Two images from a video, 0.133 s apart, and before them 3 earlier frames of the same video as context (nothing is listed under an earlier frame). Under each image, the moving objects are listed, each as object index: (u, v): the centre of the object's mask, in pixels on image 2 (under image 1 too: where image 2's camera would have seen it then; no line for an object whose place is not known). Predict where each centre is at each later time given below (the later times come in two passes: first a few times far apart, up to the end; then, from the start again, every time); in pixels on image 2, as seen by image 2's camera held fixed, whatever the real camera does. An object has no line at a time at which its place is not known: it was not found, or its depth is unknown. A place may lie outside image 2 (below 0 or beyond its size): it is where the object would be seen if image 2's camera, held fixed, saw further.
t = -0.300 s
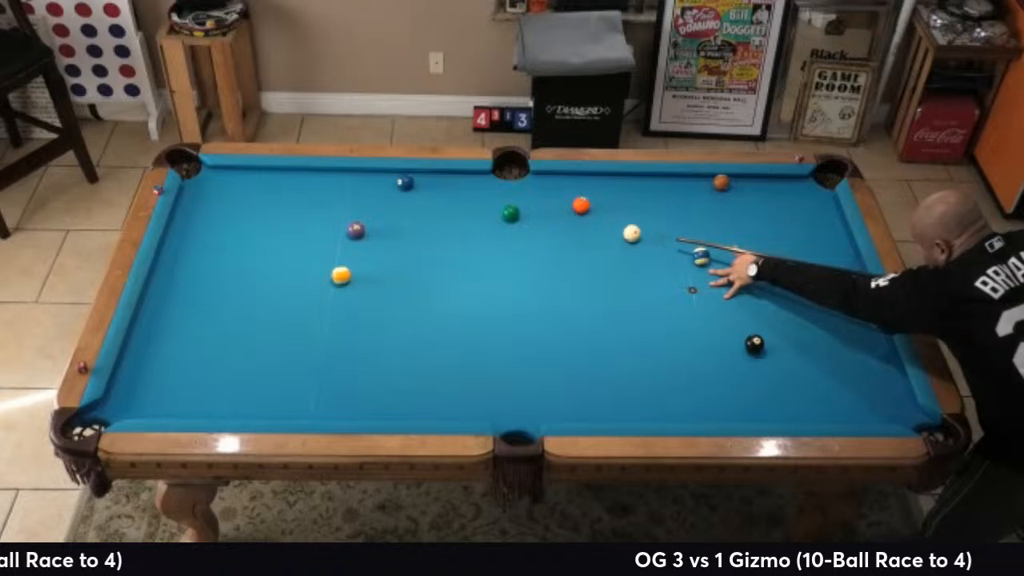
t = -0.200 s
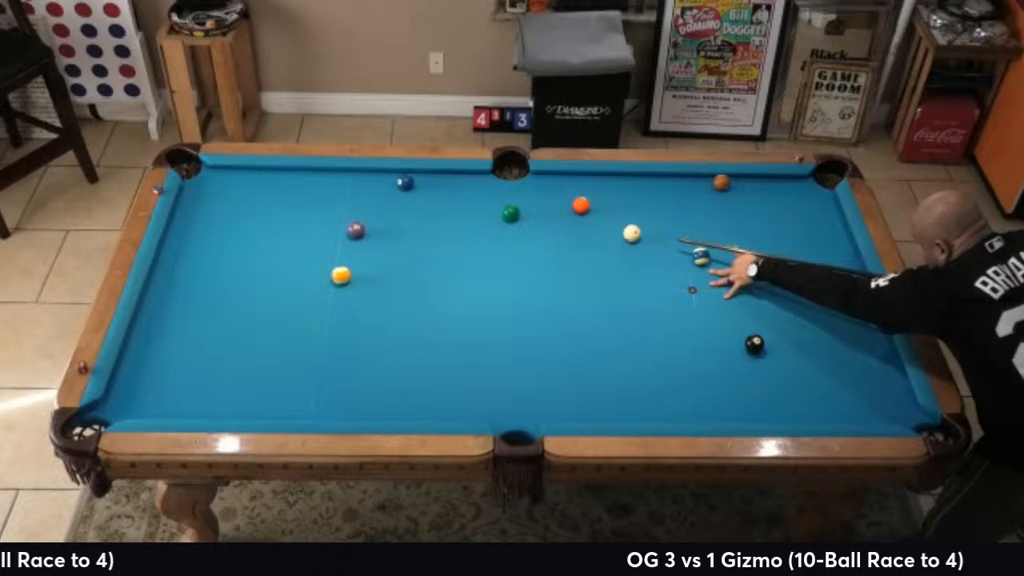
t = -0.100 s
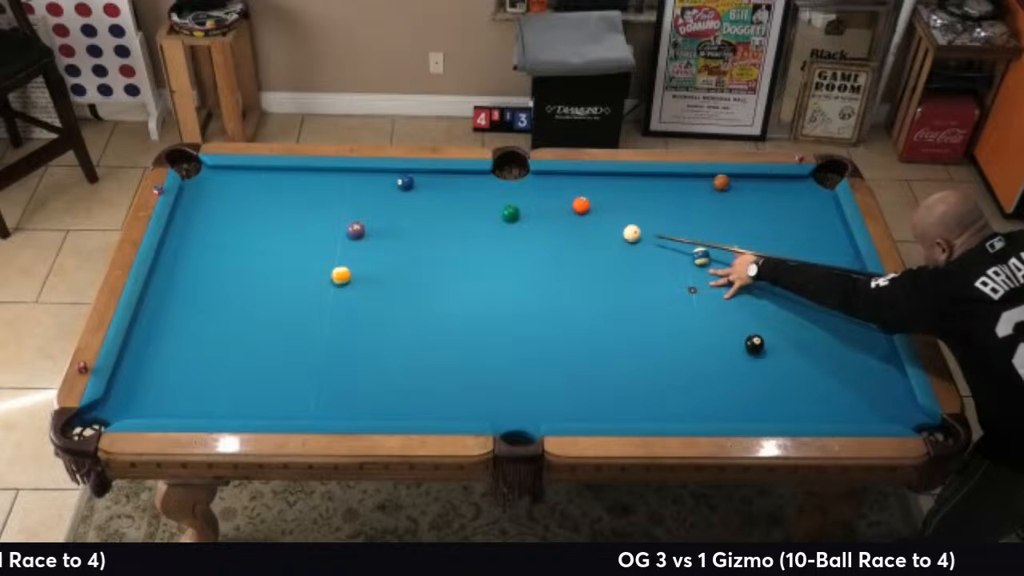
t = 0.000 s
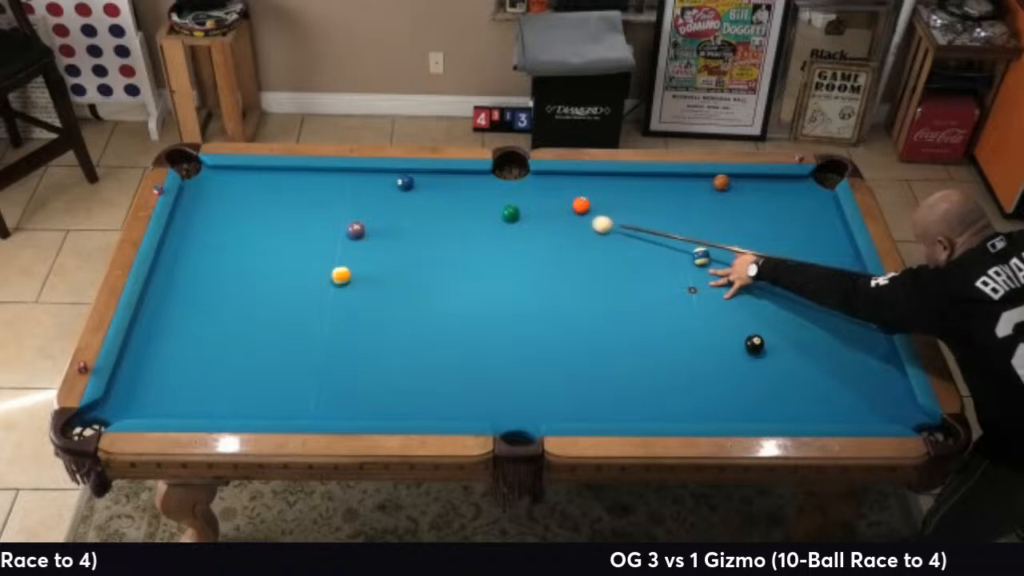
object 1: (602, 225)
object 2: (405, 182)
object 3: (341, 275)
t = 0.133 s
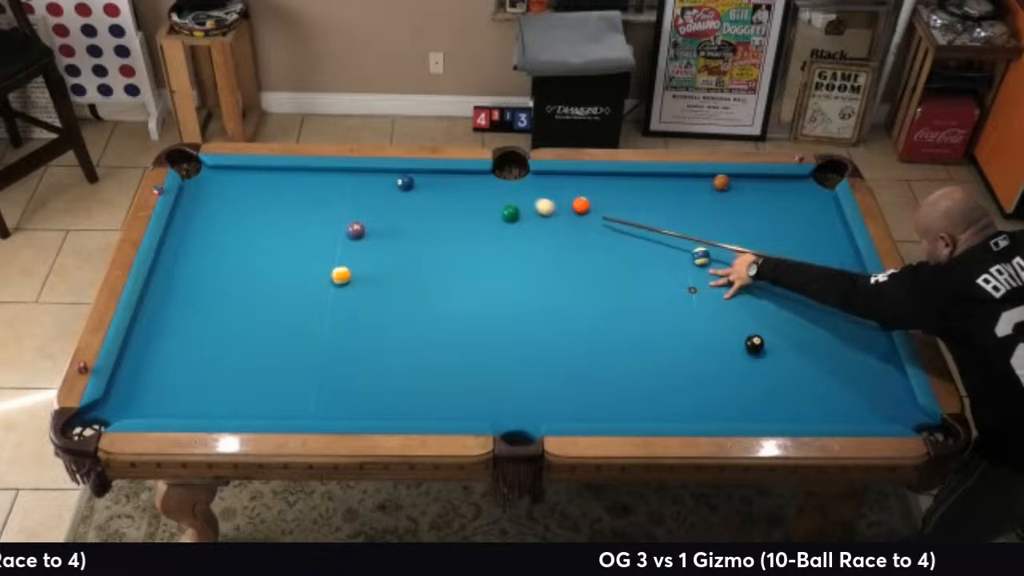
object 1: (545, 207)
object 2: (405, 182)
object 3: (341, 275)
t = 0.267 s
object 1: (488, 190)
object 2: (405, 182)
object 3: (341, 275)
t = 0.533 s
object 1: (417, 178)
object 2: (381, 187)
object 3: (341, 275)
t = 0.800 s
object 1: (396, 178)
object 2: (323, 199)
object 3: (341, 275)
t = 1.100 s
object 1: (373, 178)
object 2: (259, 212)
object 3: (341, 275)
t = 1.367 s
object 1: (356, 178)
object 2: (204, 224)
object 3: (341, 275)
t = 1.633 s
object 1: (342, 178)
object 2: (184, 235)
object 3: (341, 275)
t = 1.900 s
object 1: (329, 178)
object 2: (214, 242)
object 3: (341, 275)
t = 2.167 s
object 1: (319, 179)
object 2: (242, 250)
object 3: (341, 275)
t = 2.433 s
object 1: (310, 180)
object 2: (269, 258)
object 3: (341, 275)
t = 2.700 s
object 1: (304, 180)
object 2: (295, 265)
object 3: (341, 275)
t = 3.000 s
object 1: (301, 181)
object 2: (322, 272)
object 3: (341, 275)
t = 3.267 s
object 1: (300, 181)
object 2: (327, 274)
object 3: (355, 279)
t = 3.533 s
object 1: (300, 181)
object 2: (330, 274)
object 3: (369, 282)
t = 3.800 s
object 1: (300, 181)
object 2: (331, 275)
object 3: (381, 285)
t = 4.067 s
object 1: (300, 181)
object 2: (331, 275)
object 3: (391, 287)
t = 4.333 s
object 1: (300, 181)
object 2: (331, 275)
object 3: (399, 290)
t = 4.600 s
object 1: (300, 181)
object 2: (331, 275)
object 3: (406, 291)
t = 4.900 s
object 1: (300, 181)
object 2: (331, 275)
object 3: (410, 292)
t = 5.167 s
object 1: (300, 181)
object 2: (331, 275)
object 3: (412, 292)
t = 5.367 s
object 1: (300, 181)
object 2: (331, 275)
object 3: (412, 292)
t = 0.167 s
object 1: (530, 203)
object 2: (405, 182)
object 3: (341, 275)
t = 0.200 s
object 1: (516, 199)
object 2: (405, 182)
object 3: (341, 275)
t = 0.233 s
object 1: (502, 194)
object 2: (405, 182)
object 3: (341, 275)
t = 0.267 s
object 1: (488, 190)
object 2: (405, 182)
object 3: (341, 275)
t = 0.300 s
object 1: (475, 186)
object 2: (405, 182)
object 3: (341, 275)
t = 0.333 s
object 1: (461, 182)
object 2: (405, 182)
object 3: (341, 275)
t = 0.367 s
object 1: (448, 178)
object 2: (405, 182)
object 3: (341, 275)
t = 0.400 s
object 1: (435, 175)
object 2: (405, 182)
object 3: (341, 275)
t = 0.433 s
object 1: (425, 177)
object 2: (405, 182)
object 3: (341, 275)
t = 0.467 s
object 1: (421, 178)
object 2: (399, 183)
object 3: (341, 275)
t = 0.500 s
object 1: (419, 178)
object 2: (389, 186)
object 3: (341, 275)
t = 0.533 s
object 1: (417, 178)
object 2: (381, 187)
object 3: (341, 275)
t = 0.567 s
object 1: (414, 178)
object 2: (373, 189)
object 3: (341, 275)
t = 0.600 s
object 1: (411, 178)
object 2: (366, 190)
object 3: (341, 275)
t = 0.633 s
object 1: (409, 178)
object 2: (358, 192)
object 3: (341, 275)
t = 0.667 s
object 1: (406, 178)
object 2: (351, 193)
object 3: (341, 275)
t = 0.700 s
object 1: (403, 178)
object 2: (344, 195)
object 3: (341, 275)
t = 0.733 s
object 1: (401, 178)
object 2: (337, 196)
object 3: (341, 275)
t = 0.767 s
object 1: (398, 178)
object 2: (330, 198)
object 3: (341, 275)
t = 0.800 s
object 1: (396, 178)
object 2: (323, 199)
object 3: (341, 275)
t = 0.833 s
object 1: (393, 178)
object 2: (315, 201)
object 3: (341, 275)
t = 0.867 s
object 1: (391, 178)
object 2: (309, 202)
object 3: (341, 275)
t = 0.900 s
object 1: (388, 178)
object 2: (300, 204)
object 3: (341, 275)
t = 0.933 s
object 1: (386, 178)
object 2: (295, 205)
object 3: (341, 275)
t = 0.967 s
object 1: (383, 178)
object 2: (288, 207)
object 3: (341, 275)
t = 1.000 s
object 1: (381, 178)
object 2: (280, 208)
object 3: (341, 275)
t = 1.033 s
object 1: (378, 178)
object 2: (273, 210)
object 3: (341, 275)
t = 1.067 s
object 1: (376, 178)
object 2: (266, 211)
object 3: (341, 275)
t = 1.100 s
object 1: (373, 178)
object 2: (259, 212)
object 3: (341, 275)
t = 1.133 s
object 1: (371, 178)
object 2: (252, 214)
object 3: (341, 275)
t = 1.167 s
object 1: (369, 178)
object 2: (245, 215)
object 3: (341, 275)
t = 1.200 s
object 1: (367, 178)
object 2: (238, 217)
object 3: (341, 275)
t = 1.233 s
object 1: (365, 178)
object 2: (231, 218)
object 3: (341, 275)
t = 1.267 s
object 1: (363, 178)
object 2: (224, 220)
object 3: (341, 275)
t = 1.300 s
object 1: (360, 178)
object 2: (217, 221)
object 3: (341, 275)
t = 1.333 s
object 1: (359, 178)
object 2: (211, 222)
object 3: (341, 275)
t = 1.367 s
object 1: (356, 178)
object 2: (204, 224)
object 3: (341, 275)
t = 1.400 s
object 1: (355, 178)
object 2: (197, 226)
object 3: (341, 275)
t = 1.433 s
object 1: (353, 178)
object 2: (190, 228)
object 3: (341, 275)
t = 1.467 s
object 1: (351, 178)
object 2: (183, 229)
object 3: (341, 275)
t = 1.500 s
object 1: (349, 178)
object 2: (175, 231)
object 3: (341, 275)
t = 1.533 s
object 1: (347, 178)
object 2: (172, 232)
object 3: (341, 275)
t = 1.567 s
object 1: (345, 178)
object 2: (175, 234)
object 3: (341, 275)
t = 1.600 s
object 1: (343, 178)
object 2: (180, 234)
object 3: (341, 275)
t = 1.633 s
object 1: (342, 178)
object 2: (184, 235)
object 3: (341, 275)
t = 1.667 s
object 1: (340, 178)
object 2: (187, 235)
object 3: (341, 275)
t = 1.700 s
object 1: (338, 178)
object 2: (191, 236)
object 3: (341, 275)
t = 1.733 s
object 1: (337, 178)
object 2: (195, 237)
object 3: (341, 275)
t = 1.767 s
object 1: (335, 178)
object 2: (199, 238)
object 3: (341, 275)
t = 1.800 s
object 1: (333, 178)
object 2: (202, 239)
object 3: (341, 275)
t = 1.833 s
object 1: (332, 178)
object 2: (207, 240)
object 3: (341, 275)
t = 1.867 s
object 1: (330, 178)
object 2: (210, 241)
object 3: (341, 275)
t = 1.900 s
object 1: (329, 178)
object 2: (214, 242)
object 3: (341, 275)
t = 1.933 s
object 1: (327, 179)
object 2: (218, 243)
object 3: (341, 275)
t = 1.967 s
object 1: (326, 179)
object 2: (221, 244)
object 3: (341, 275)
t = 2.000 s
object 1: (325, 179)
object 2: (225, 245)
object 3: (341, 275)
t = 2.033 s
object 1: (324, 179)
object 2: (228, 246)
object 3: (341, 275)
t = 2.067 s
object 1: (322, 179)
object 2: (232, 247)
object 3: (341, 275)
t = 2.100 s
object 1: (321, 179)
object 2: (235, 248)
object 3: (341, 275)
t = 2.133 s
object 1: (320, 179)
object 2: (239, 249)
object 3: (341, 275)
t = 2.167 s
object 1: (319, 179)
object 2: (242, 250)
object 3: (341, 275)
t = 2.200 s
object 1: (317, 179)
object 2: (245, 251)
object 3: (341, 275)
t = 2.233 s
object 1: (316, 179)
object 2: (249, 252)
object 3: (341, 275)
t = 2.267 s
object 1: (315, 179)
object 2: (252, 253)
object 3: (341, 275)
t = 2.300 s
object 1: (314, 179)
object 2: (256, 254)
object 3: (341, 275)
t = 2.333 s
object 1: (313, 179)
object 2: (259, 255)
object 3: (341, 275)
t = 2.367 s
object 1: (312, 179)
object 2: (262, 256)
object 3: (341, 275)
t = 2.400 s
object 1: (311, 180)
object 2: (266, 257)
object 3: (341, 275)
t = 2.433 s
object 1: (310, 180)
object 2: (269, 258)
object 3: (341, 275)
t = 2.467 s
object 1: (310, 180)
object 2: (272, 258)
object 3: (341, 275)
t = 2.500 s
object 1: (309, 180)
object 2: (276, 259)
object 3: (341, 275)
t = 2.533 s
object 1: (308, 180)
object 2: (279, 260)
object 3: (341, 275)
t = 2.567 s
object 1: (307, 180)
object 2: (282, 262)
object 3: (341, 275)
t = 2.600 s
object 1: (307, 180)
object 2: (285, 262)
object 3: (341, 275)
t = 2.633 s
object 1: (306, 180)
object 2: (288, 263)
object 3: (341, 275)
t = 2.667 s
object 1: (305, 180)
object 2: (292, 264)
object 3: (341, 275)
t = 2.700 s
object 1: (304, 180)
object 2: (295, 265)
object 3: (341, 275)
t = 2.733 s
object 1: (304, 180)
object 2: (298, 266)
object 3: (341, 275)
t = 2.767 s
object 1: (304, 180)
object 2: (301, 267)
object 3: (341, 275)
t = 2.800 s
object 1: (303, 180)
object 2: (304, 268)
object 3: (341, 275)
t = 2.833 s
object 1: (302, 180)
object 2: (307, 268)
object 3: (341, 275)
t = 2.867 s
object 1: (302, 180)
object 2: (310, 269)
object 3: (341, 275)
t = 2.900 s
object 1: (302, 180)
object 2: (313, 270)
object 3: (341, 275)
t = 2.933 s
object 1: (302, 181)
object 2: (317, 271)
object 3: (341, 275)
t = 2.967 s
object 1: (301, 181)
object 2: (319, 272)
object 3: (341, 275)
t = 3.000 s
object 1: (301, 181)
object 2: (322, 272)
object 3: (341, 275)
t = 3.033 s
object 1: (300, 181)
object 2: (323, 273)
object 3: (343, 276)
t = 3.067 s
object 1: (300, 181)
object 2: (324, 273)
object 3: (344, 276)
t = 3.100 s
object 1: (300, 181)
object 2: (325, 273)
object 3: (346, 277)
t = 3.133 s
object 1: (300, 181)
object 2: (325, 273)
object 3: (348, 277)
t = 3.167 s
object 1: (300, 181)
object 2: (326, 273)
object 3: (350, 278)
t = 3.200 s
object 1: (300, 181)
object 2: (326, 273)
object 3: (352, 278)
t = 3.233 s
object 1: (300, 181)
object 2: (327, 274)
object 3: (354, 279)
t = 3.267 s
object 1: (300, 181)
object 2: (327, 274)
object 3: (355, 279)
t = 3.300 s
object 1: (300, 181)
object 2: (328, 274)
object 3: (357, 279)
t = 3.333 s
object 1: (300, 181)
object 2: (328, 274)
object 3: (359, 280)
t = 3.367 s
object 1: (300, 181)
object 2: (328, 274)
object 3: (361, 280)
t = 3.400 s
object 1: (300, 181)
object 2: (329, 274)
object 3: (362, 280)
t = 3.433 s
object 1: (300, 181)
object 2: (329, 274)
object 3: (364, 281)
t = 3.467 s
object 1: (300, 181)
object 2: (329, 275)
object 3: (366, 281)
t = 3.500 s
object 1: (300, 181)
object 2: (330, 275)
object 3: (367, 282)
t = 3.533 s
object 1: (300, 181)
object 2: (330, 274)
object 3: (369, 282)
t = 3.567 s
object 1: (300, 181)
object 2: (330, 275)
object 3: (371, 282)
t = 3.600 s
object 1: (300, 181)
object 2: (330, 274)
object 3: (372, 283)
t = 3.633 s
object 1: (300, 181)
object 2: (331, 275)
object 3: (374, 283)
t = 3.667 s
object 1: (300, 181)
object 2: (331, 275)
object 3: (375, 283)
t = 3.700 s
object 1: (300, 181)
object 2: (331, 275)
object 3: (377, 284)
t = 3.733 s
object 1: (300, 181)
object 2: (331, 274)
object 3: (378, 284)
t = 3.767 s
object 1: (300, 181)
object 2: (331, 275)
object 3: (380, 285)
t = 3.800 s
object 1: (300, 181)
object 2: (331, 275)
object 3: (381, 285)
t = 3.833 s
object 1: (300, 181)
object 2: (331, 275)
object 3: (382, 285)
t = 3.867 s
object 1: (300, 181)
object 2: (331, 275)
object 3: (384, 286)
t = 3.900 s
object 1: (300, 181)
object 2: (331, 275)
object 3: (385, 286)
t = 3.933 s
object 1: (300, 181)
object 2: (331, 275)
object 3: (386, 286)
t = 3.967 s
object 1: (300, 181)
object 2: (331, 275)
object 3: (387, 287)
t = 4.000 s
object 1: (300, 181)
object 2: (331, 275)
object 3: (389, 287)
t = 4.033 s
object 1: (300, 181)
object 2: (331, 275)
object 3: (390, 287)
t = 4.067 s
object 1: (300, 181)
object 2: (331, 275)
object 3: (391, 287)
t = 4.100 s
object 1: (300, 181)
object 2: (331, 275)
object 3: (392, 288)
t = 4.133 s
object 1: (300, 181)
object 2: (331, 275)
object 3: (393, 288)
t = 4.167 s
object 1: (300, 181)
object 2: (331, 275)
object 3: (395, 288)
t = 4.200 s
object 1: (300, 181)
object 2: (331, 275)
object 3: (396, 288)
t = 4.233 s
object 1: (300, 181)
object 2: (331, 275)
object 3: (397, 289)
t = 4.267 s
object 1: (300, 181)
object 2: (331, 275)
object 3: (397, 289)
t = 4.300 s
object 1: (300, 181)
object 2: (331, 275)
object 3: (399, 289)
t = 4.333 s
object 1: (300, 181)
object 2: (331, 275)
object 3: (399, 290)
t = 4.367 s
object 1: (300, 181)
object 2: (331, 275)
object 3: (400, 290)
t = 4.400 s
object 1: (300, 181)
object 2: (331, 275)
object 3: (401, 290)
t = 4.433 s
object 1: (300, 181)
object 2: (331, 275)
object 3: (402, 290)
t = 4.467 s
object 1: (300, 181)
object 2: (331, 275)
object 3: (403, 290)
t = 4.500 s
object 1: (300, 181)
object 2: (331, 275)
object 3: (403, 291)
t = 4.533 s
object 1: (300, 181)
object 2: (331, 275)
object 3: (404, 291)
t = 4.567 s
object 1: (300, 181)
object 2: (331, 275)
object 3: (405, 291)
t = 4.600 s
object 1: (300, 181)
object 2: (331, 275)
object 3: (406, 291)
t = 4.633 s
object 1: (300, 181)
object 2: (331, 275)
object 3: (406, 291)
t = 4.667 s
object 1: (300, 181)
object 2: (331, 275)
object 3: (407, 291)
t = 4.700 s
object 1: (300, 181)
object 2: (331, 275)
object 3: (407, 291)
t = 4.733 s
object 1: (300, 181)
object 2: (331, 275)
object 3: (408, 291)
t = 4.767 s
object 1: (300, 181)
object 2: (331, 275)
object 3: (408, 291)
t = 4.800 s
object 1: (300, 181)
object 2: (331, 275)
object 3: (409, 291)
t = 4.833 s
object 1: (300, 181)
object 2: (331, 275)
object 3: (410, 291)
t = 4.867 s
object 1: (300, 181)
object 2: (331, 275)
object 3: (410, 292)
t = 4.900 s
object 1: (300, 181)
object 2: (331, 275)
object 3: (410, 292)
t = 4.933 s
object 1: (300, 181)
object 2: (331, 275)
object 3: (410, 292)
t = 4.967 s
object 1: (300, 181)
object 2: (331, 275)
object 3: (411, 292)
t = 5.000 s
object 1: (300, 181)
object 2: (331, 275)
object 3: (411, 292)
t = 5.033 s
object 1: (300, 181)
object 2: (331, 275)
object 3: (412, 292)
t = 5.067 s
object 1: (300, 181)
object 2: (331, 275)
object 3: (412, 292)
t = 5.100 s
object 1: (300, 181)
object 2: (331, 275)
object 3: (412, 292)
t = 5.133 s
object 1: (300, 181)
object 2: (331, 275)
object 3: (412, 292)
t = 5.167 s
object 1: (300, 181)
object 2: (331, 275)
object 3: (412, 292)
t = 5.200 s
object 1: (300, 181)
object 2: (331, 275)
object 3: (412, 292)
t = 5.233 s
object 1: (300, 181)
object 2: (331, 275)
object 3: (412, 292)
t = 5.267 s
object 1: (300, 181)
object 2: (331, 275)
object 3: (412, 292)
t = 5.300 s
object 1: (300, 181)
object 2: (331, 275)
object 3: (412, 292)
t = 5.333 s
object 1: (300, 181)
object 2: (331, 275)
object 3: (412, 292)
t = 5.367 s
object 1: (300, 181)
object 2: (331, 275)
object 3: (412, 292)
